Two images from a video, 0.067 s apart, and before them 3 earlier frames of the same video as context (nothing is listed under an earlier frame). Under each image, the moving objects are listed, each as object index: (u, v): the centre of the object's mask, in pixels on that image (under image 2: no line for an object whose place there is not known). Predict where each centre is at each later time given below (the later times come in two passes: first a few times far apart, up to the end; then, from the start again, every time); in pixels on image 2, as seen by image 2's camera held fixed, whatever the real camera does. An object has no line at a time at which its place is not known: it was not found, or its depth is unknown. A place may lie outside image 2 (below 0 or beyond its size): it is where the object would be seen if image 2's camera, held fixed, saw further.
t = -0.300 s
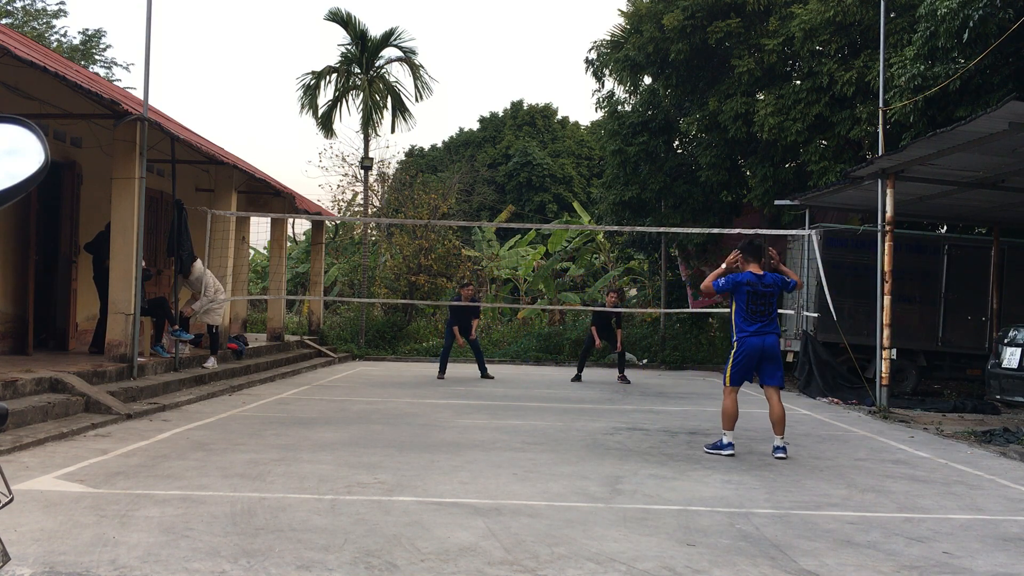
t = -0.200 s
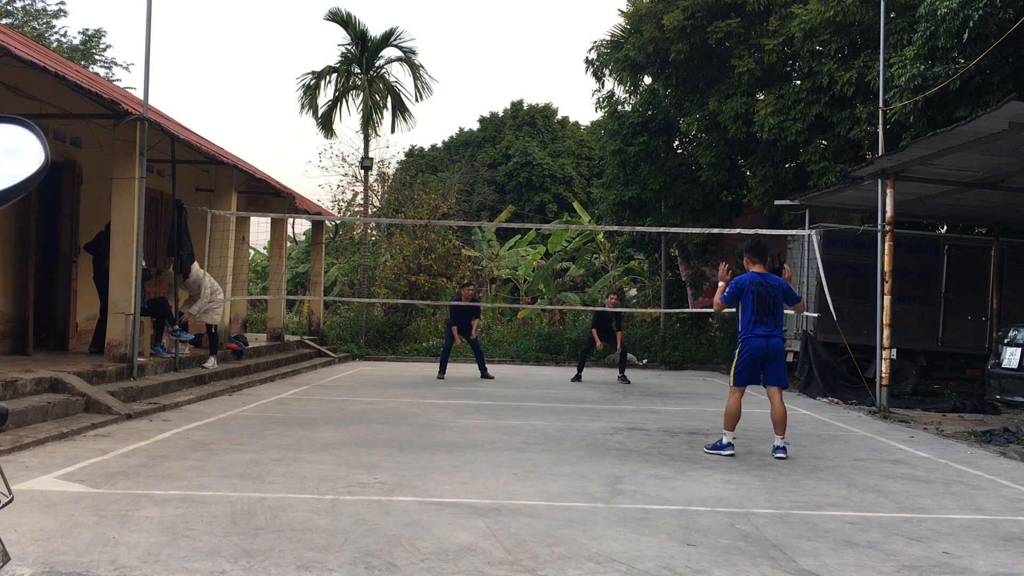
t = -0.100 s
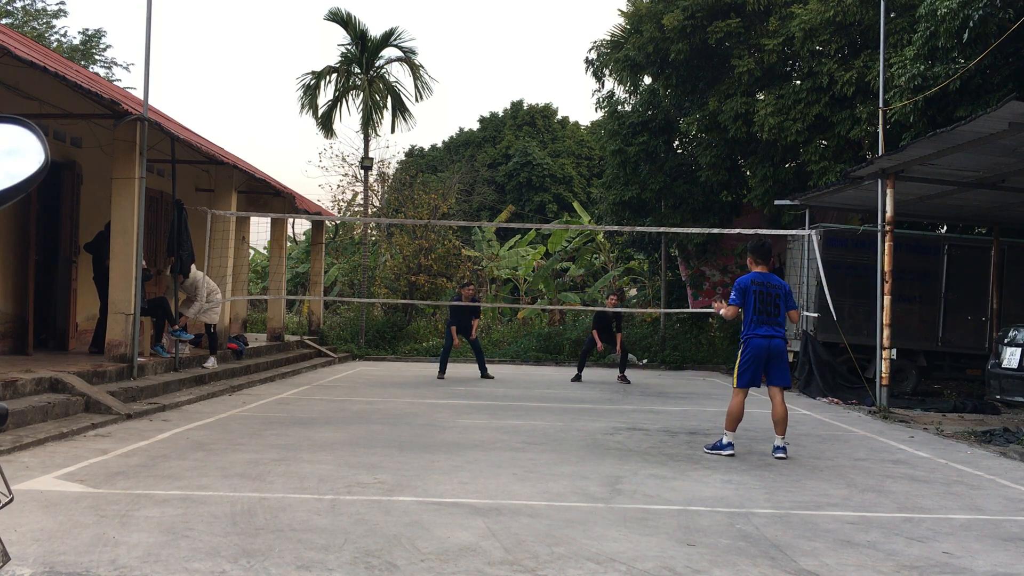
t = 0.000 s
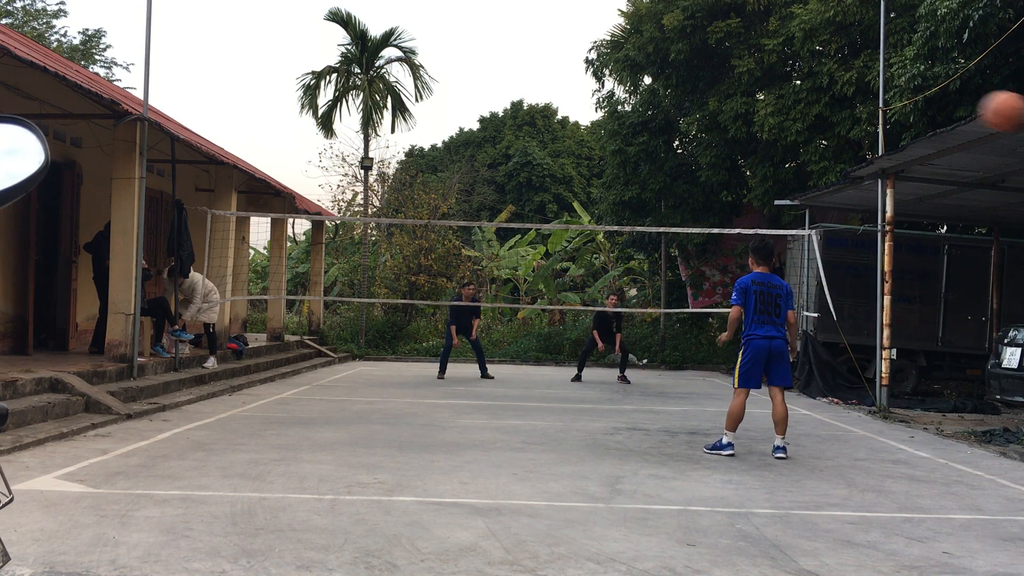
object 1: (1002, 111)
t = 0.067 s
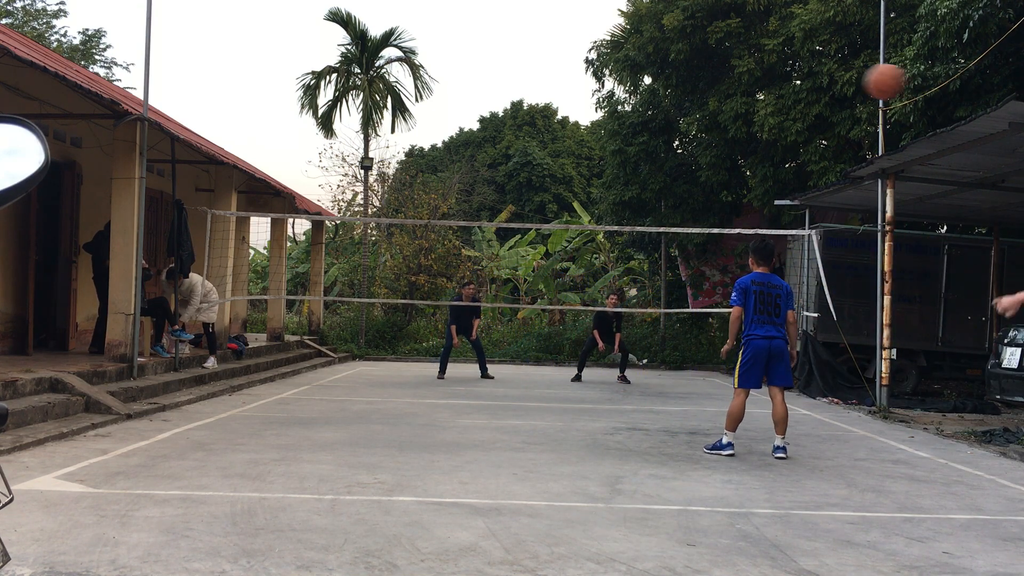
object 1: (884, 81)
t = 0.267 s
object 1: (663, 65)
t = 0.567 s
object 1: (491, 131)
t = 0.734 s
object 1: (435, 189)
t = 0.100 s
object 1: (836, 73)
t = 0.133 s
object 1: (793, 67)
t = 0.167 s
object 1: (756, 64)
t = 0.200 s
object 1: (722, 63)
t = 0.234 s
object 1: (692, 63)
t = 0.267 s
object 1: (663, 65)
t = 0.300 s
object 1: (637, 68)
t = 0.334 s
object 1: (614, 72)
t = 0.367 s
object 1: (592, 79)
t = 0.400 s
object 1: (572, 86)
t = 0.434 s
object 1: (553, 94)
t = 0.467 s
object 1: (536, 103)
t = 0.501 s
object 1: (520, 112)
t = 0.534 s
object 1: (505, 121)
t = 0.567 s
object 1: (491, 131)
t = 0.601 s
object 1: (478, 142)
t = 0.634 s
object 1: (467, 153)
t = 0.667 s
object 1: (455, 165)
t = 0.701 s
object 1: (445, 177)
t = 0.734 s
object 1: (435, 189)
